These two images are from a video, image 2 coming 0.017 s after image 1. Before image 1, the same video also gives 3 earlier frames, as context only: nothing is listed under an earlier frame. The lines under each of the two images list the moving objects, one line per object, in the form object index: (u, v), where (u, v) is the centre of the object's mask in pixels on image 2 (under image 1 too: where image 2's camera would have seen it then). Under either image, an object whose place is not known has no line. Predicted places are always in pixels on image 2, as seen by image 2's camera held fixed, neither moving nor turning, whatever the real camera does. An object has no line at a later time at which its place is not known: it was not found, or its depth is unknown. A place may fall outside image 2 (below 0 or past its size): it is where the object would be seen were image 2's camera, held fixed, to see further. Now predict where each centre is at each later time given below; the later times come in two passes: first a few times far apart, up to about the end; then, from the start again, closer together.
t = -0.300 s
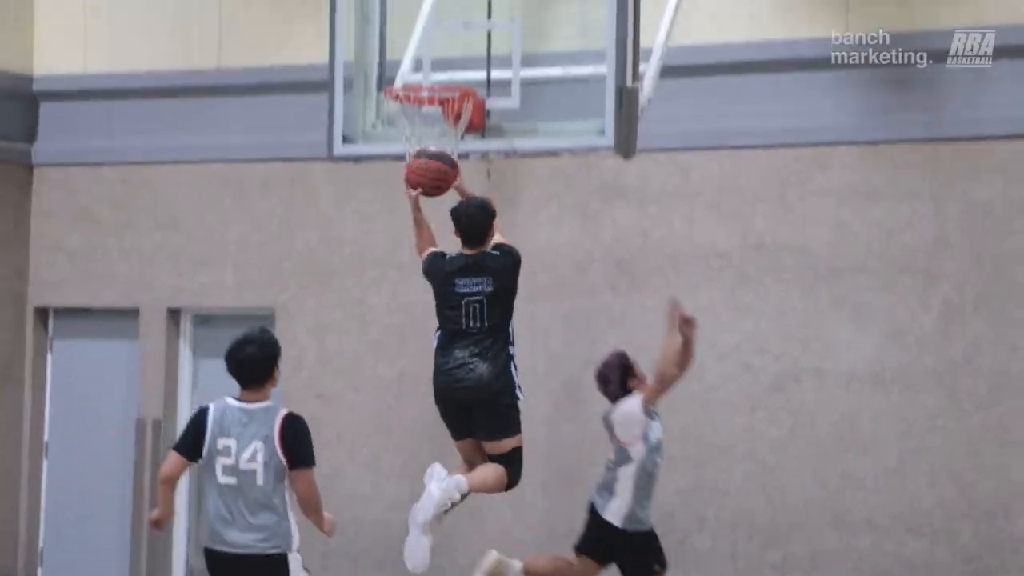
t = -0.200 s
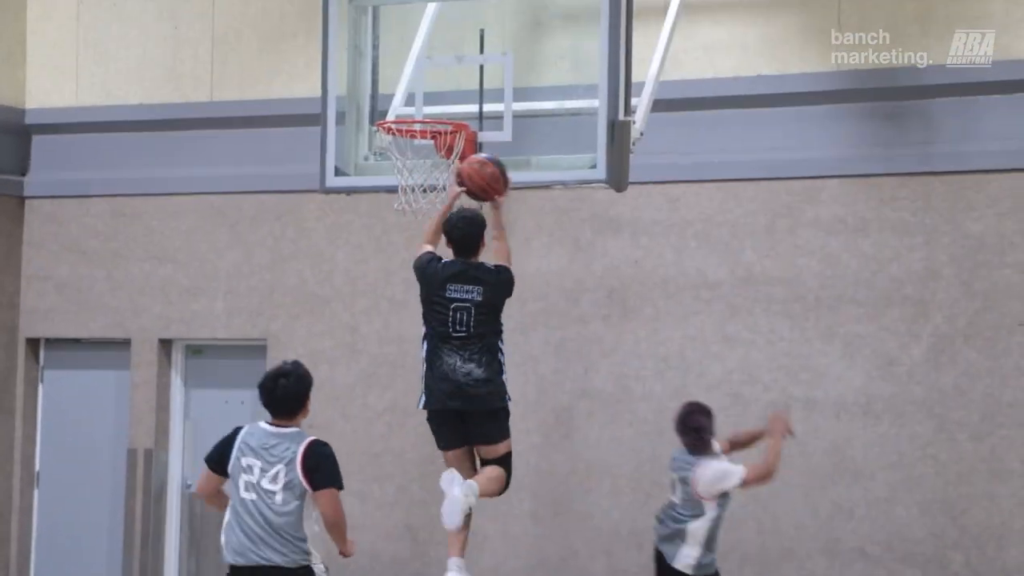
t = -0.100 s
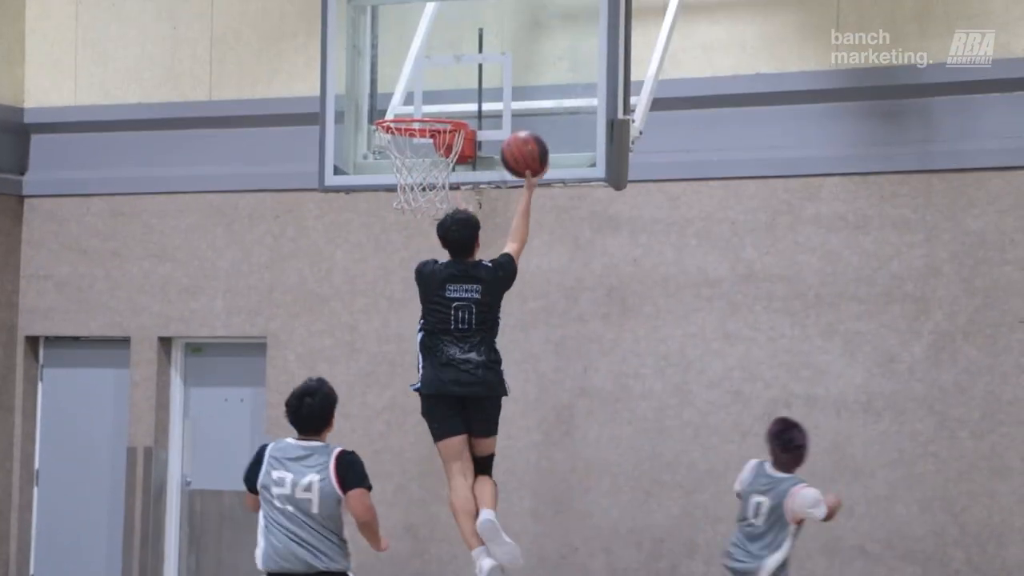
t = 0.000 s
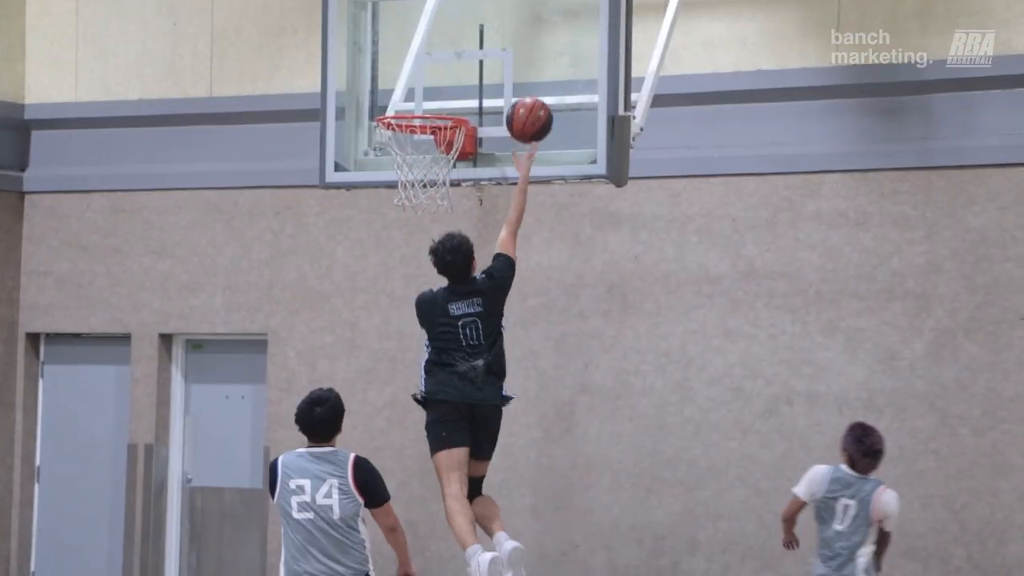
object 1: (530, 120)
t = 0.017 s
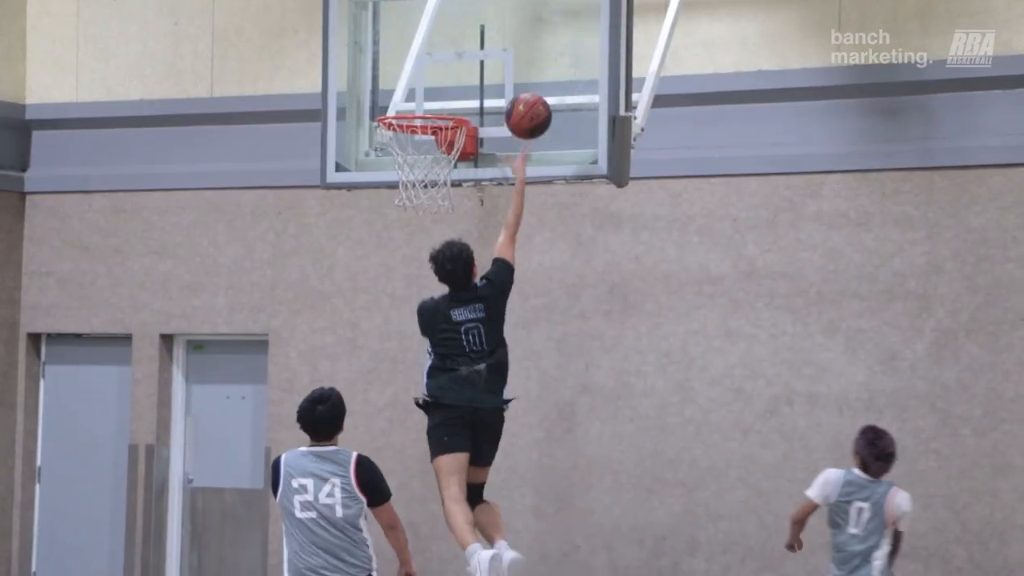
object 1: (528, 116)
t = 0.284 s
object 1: (472, 99)
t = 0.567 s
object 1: (434, 99)
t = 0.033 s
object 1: (526, 112)
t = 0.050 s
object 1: (523, 109)
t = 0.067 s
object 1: (521, 105)
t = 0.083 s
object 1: (519, 103)
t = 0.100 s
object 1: (516, 101)
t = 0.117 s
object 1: (514, 99)
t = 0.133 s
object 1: (512, 99)
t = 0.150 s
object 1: (510, 98)
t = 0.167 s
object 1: (508, 98)
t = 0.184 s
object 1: (506, 99)
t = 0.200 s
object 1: (502, 99)
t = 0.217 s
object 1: (496, 98)
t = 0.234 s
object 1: (490, 97)
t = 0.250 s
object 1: (484, 98)
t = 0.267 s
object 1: (477, 98)
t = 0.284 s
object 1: (472, 99)
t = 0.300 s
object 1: (470, 96)
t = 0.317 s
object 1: (468, 95)
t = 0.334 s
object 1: (466, 93)
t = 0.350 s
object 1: (464, 93)
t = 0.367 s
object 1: (462, 92)
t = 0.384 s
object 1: (460, 92)
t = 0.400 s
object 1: (458, 93)
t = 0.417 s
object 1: (456, 94)
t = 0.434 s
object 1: (455, 95)
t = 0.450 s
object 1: (453, 96)
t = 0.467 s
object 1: (451, 97)
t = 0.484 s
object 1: (447, 97)
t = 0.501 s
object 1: (445, 97)
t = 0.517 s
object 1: (442, 97)
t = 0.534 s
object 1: (439, 97)
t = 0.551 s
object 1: (436, 98)
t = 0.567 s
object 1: (434, 99)
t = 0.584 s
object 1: (430, 101)
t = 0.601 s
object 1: (427, 102)
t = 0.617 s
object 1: (424, 108)
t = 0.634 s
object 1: (422, 113)
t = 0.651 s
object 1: (420, 118)
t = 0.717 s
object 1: (413, 137)
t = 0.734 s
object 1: (411, 141)
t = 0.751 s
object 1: (409, 146)
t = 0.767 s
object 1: (409, 152)
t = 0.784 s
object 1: (406, 158)
